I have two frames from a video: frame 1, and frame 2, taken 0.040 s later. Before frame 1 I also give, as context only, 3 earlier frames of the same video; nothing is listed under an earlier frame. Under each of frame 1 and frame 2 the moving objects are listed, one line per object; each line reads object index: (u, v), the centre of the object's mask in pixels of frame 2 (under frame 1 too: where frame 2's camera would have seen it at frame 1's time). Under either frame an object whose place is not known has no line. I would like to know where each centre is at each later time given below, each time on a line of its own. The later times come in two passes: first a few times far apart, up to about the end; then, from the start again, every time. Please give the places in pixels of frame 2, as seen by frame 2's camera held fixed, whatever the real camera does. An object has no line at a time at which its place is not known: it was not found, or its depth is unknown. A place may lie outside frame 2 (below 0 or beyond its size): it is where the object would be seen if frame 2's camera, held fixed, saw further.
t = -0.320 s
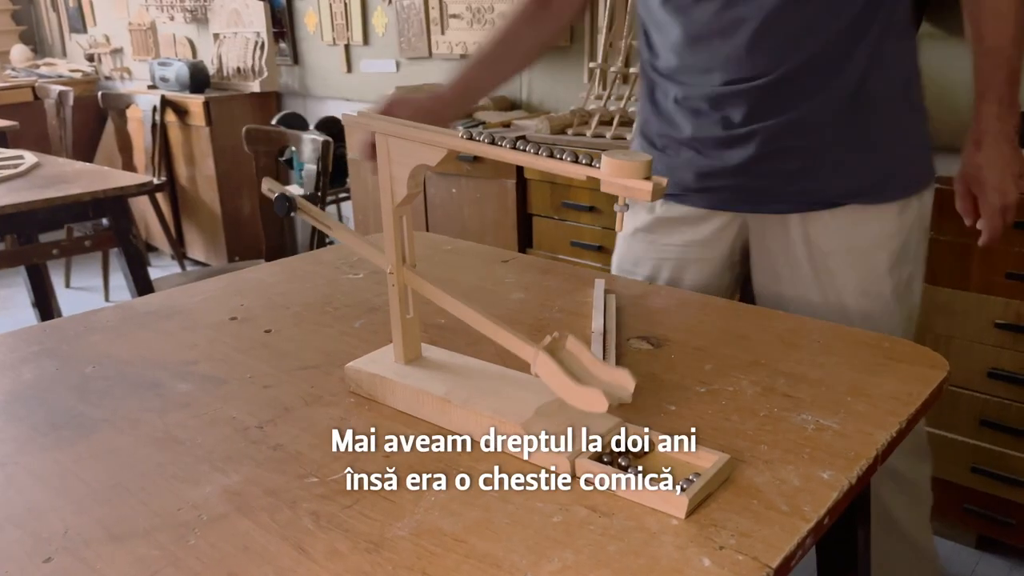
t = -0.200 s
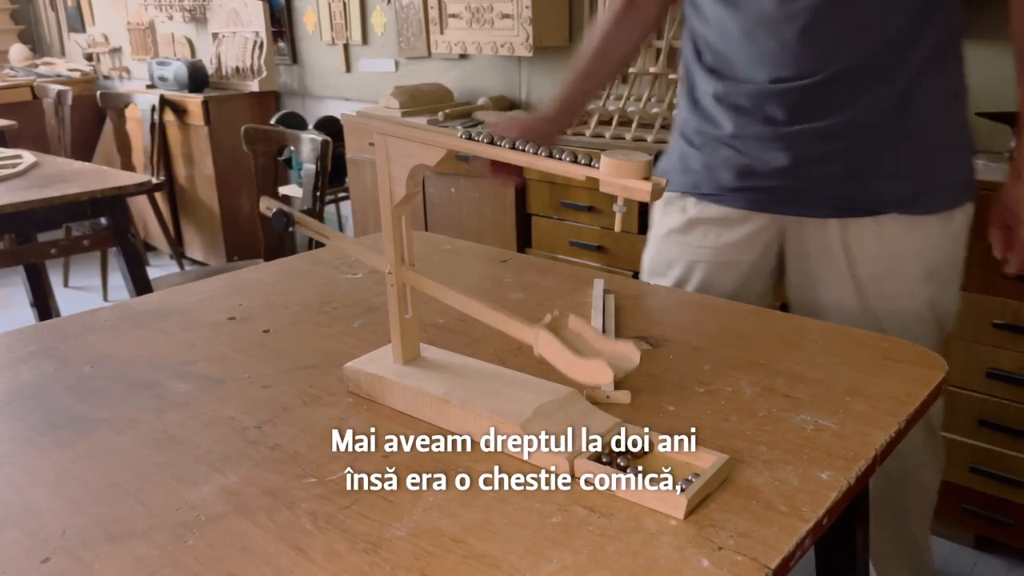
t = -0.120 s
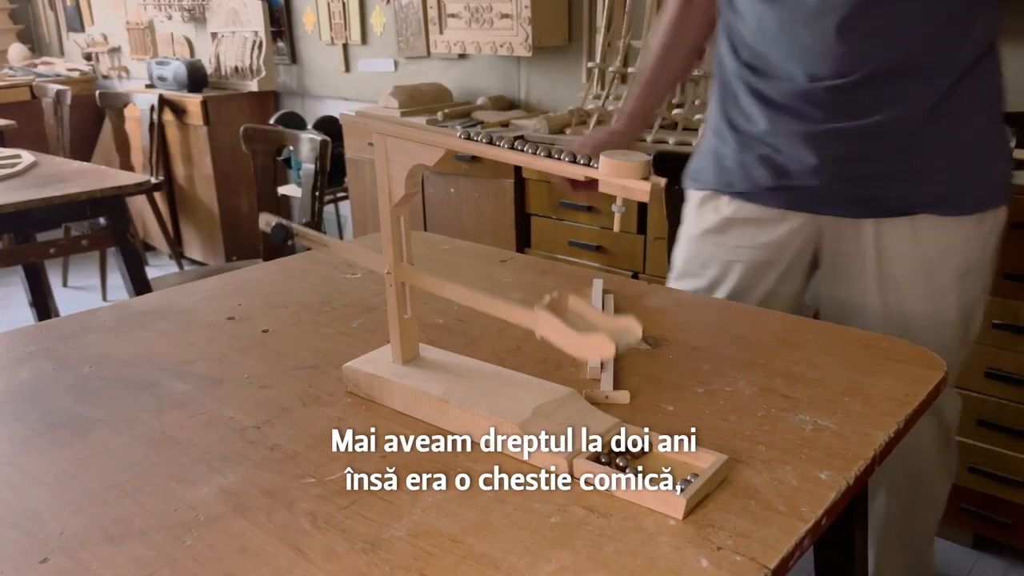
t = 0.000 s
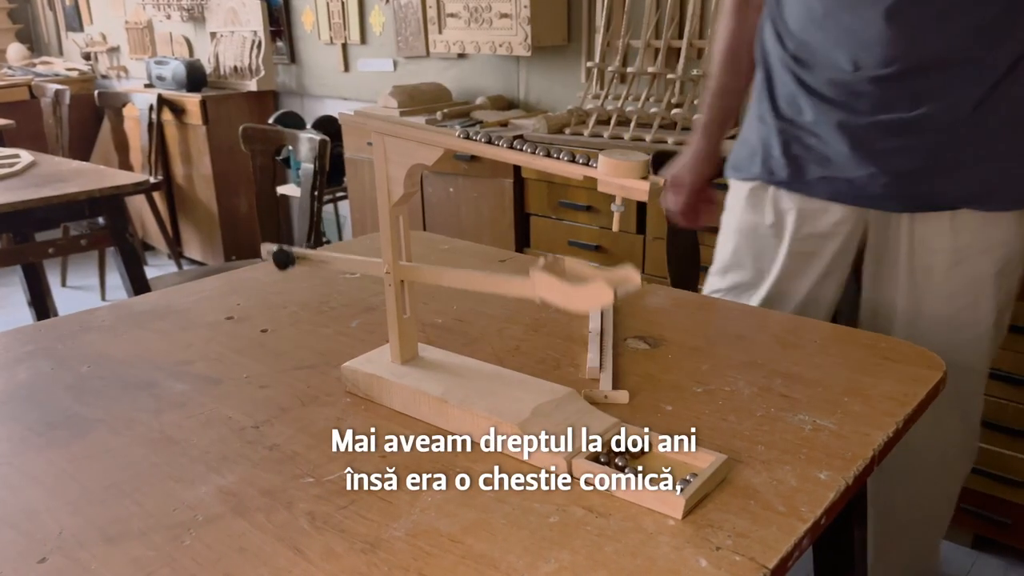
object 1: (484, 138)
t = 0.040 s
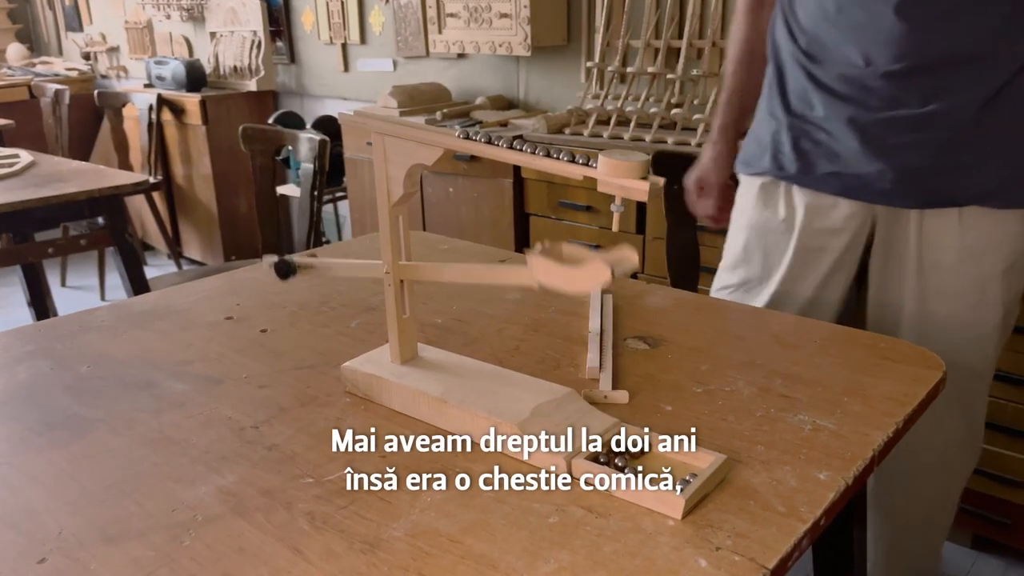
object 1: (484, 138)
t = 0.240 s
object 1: (489, 139)
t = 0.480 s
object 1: (495, 140)
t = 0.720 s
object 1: (496, 140)
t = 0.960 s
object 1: (496, 140)
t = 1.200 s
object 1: (496, 140)
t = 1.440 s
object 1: (495, 140)
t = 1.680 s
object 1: (498, 140)
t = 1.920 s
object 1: (507, 142)
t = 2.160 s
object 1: (507, 142)
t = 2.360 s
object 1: (507, 142)
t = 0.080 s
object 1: (484, 138)
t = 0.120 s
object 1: (484, 138)
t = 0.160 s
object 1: (484, 138)
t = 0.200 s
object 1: (486, 138)
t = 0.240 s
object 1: (489, 139)
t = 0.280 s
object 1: (492, 139)
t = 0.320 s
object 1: (493, 140)
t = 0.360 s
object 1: (495, 140)
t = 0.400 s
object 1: (494, 140)
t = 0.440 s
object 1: (494, 140)
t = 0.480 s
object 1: (495, 140)
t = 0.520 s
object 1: (495, 140)
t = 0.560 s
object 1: (495, 140)
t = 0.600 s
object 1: (495, 140)
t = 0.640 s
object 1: (496, 140)
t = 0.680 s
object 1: (496, 140)
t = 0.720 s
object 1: (496, 140)
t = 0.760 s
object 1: (496, 140)
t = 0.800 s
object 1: (496, 140)
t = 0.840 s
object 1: (495, 140)
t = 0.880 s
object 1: (495, 140)
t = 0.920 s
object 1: (496, 140)
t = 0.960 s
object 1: (496, 140)
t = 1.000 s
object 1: (496, 140)
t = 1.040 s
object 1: (496, 140)
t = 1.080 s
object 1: (496, 140)
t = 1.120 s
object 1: (496, 140)
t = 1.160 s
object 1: (496, 140)
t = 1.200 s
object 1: (496, 140)
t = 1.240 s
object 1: (496, 140)
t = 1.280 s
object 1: (496, 140)
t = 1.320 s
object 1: (496, 140)
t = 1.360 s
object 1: (495, 140)
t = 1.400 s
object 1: (496, 140)
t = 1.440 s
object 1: (495, 140)
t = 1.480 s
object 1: (496, 141)
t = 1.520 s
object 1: (495, 140)
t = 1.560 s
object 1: (495, 140)
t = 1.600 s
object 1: (495, 140)
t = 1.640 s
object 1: (496, 140)
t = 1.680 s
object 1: (498, 140)
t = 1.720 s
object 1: (501, 141)
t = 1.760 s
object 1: (503, 142)
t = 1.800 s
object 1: (507, 142)
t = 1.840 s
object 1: (507, 142)
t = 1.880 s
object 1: (507, 142)
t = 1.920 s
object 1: (507, 142)
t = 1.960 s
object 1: (507, 142)
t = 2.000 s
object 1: (507, 142)
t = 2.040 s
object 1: (507, 142)
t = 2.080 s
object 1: (507, 142)
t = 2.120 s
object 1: (508, 142)
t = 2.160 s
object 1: (507, 142)
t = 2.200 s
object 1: (507, 142)
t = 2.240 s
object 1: (507, 142)
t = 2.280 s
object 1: (507, 142)
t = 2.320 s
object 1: (507, 142)
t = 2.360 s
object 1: (507, 142)
